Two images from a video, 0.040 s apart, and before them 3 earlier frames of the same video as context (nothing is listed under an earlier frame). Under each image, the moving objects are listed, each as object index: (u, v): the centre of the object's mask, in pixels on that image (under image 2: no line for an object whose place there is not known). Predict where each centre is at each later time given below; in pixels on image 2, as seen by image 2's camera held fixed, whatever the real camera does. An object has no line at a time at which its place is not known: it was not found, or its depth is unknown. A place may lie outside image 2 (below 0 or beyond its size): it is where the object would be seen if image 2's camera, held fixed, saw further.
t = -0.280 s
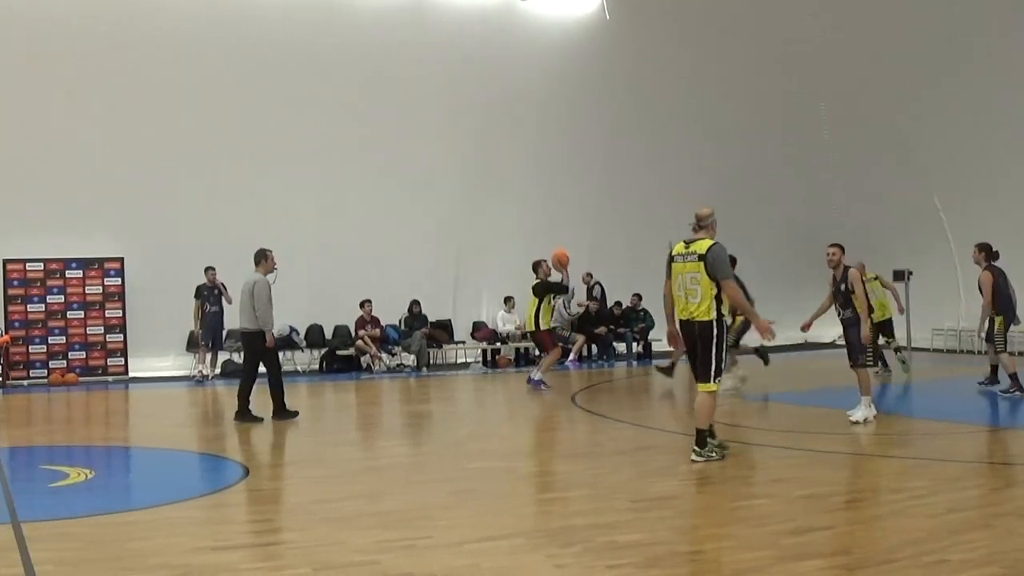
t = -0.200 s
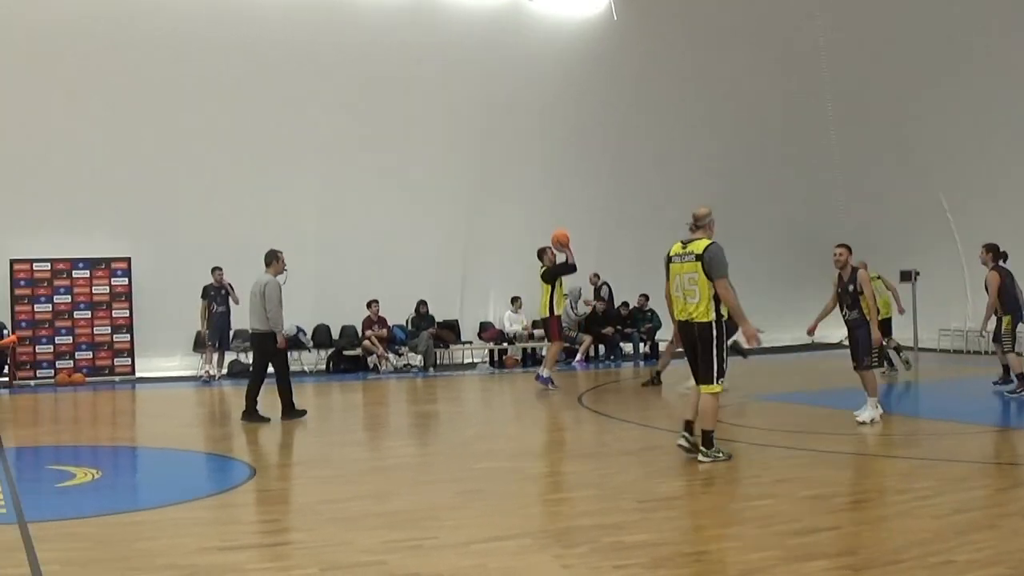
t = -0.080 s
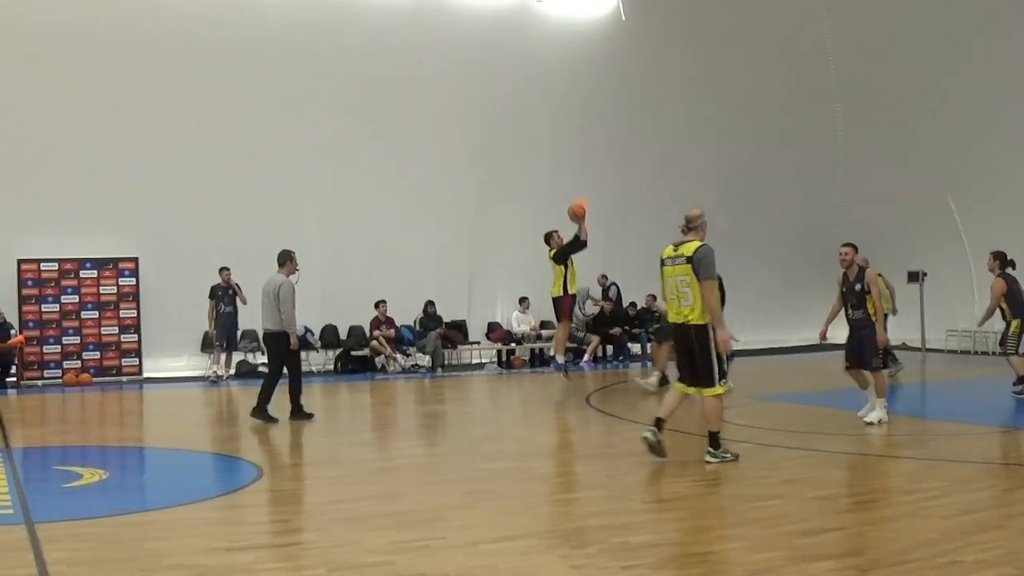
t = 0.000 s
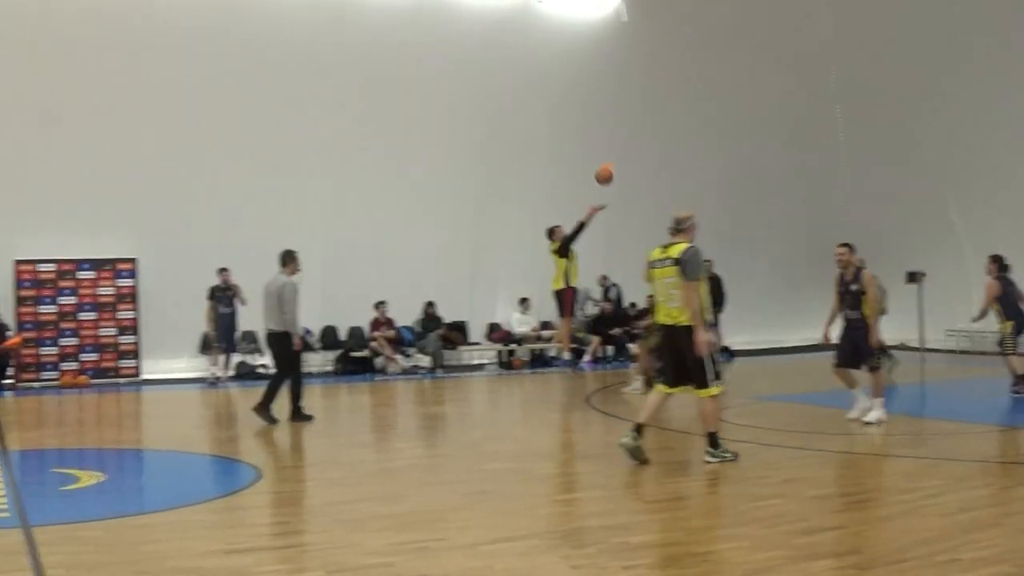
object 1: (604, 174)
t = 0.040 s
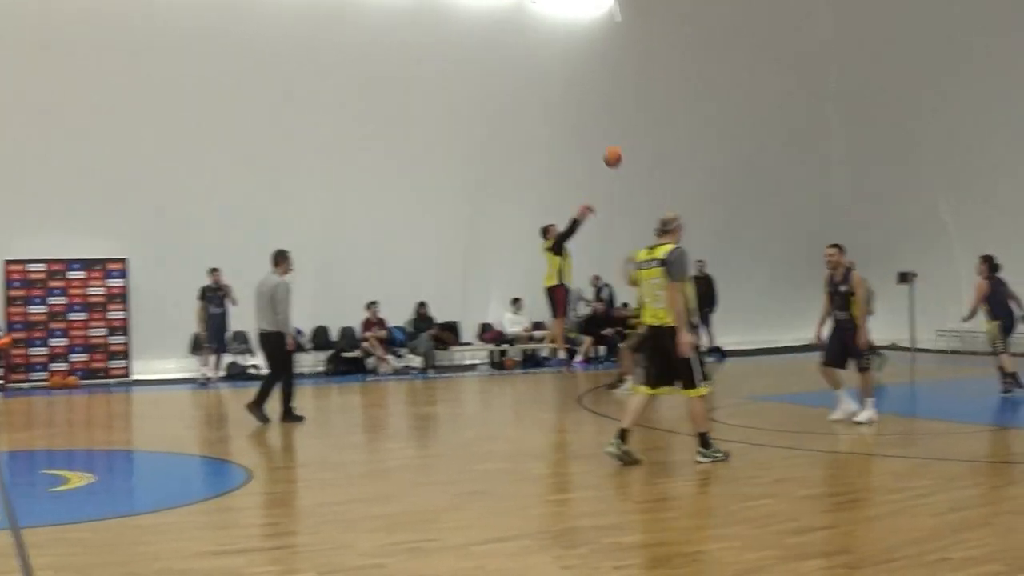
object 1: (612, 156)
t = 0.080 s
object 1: (626, 141)
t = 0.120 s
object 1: (640, 125)
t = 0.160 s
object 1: (651, 113)
